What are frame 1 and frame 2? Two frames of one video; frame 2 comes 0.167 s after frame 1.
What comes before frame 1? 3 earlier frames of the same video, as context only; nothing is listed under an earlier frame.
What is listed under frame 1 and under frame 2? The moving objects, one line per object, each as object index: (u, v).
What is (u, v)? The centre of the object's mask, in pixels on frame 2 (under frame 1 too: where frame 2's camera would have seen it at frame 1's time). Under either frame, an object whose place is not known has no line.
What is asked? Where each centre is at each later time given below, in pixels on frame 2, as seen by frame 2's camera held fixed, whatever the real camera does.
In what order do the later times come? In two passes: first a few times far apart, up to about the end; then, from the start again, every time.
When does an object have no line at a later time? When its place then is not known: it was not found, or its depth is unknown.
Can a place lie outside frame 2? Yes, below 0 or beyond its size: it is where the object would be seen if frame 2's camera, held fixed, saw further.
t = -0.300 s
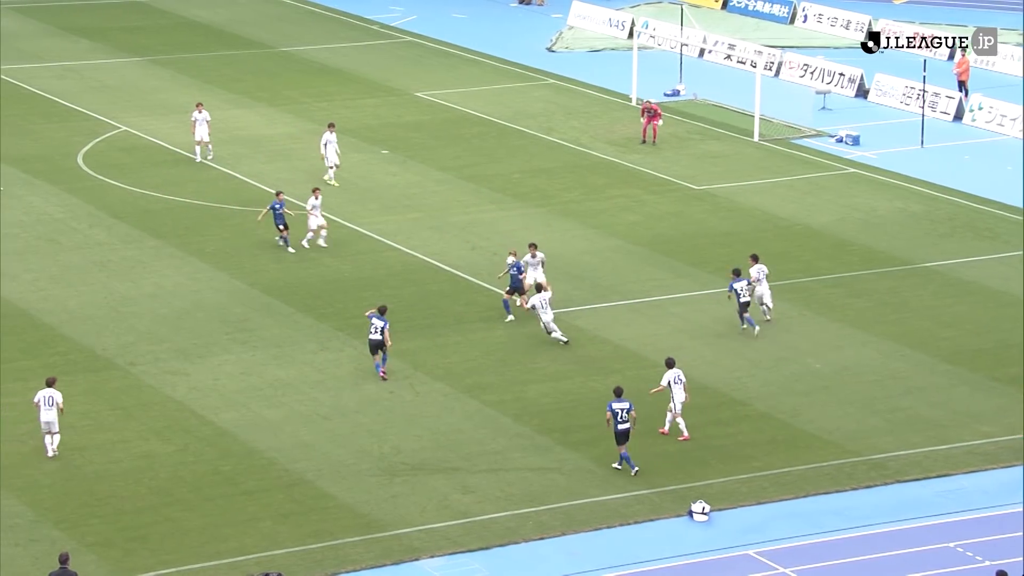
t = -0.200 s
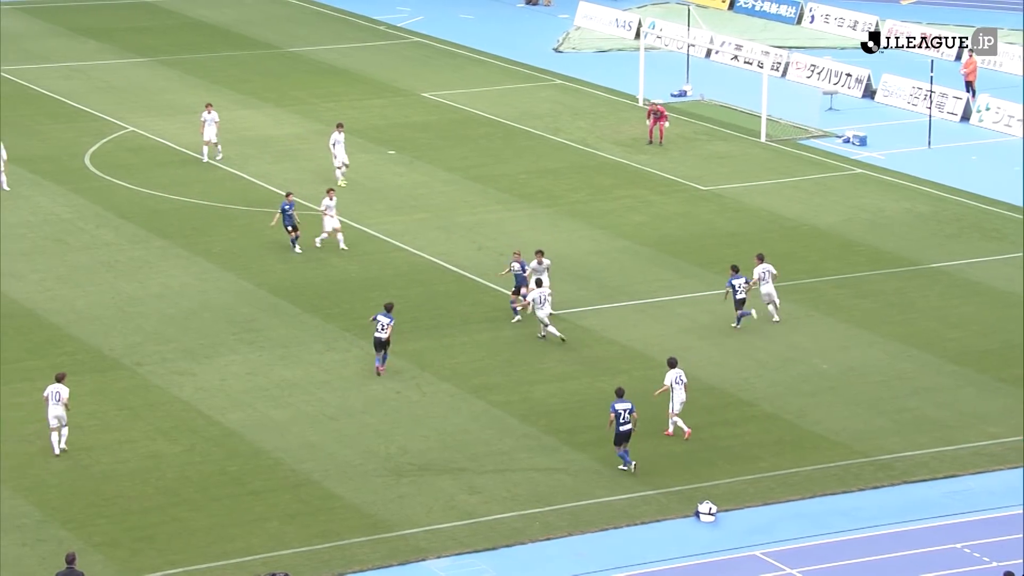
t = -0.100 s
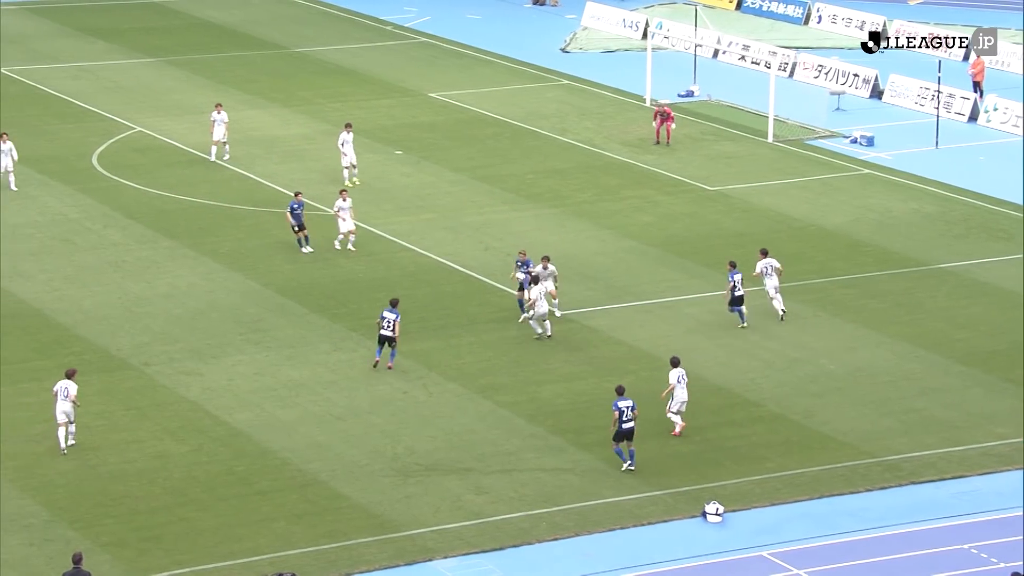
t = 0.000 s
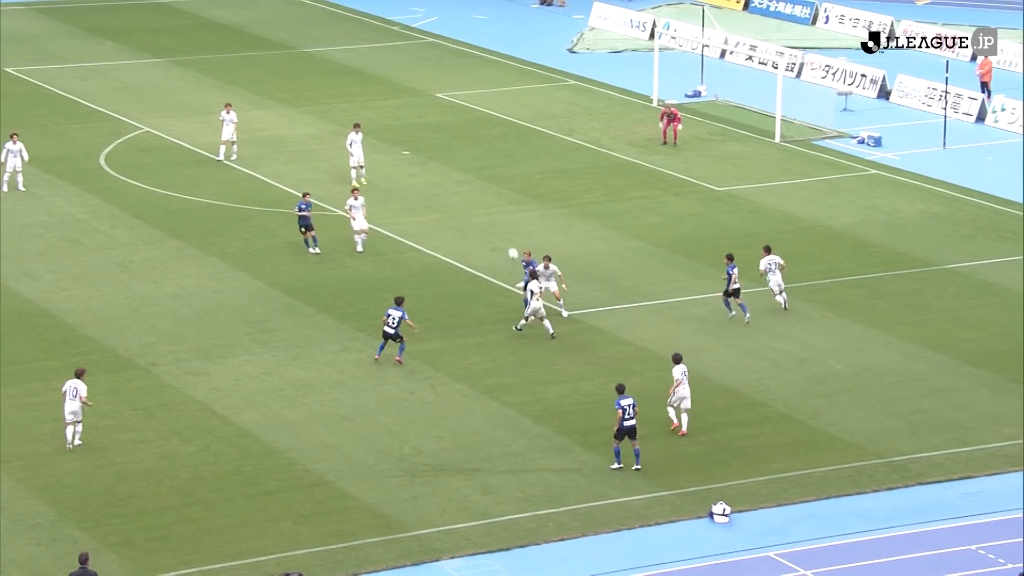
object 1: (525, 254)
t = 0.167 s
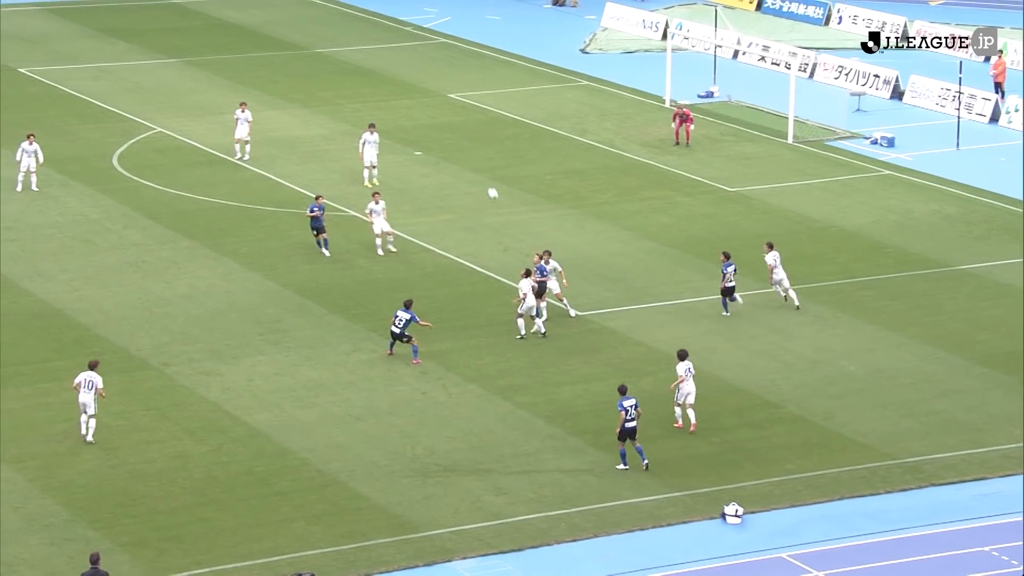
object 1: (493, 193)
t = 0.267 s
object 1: (473, 163)
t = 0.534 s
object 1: (421, 101)
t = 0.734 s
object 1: (384, 73)
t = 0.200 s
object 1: (486, 183)
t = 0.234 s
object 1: (480, 172)
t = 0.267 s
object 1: (473, 163)
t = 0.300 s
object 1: (466, 154)
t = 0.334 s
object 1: (460, 144)
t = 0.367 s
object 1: (453, 136)
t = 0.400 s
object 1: (447, 128)
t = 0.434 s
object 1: (440, 121)
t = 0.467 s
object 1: (434, 113)
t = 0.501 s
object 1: (428, 106)
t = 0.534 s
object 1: (421, 101)
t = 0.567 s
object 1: (414, 95)
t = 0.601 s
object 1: (409, 89)
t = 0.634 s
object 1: (402, 85)
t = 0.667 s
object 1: (396, 80)
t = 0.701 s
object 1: (390, 77)
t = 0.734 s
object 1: (384, 73)
